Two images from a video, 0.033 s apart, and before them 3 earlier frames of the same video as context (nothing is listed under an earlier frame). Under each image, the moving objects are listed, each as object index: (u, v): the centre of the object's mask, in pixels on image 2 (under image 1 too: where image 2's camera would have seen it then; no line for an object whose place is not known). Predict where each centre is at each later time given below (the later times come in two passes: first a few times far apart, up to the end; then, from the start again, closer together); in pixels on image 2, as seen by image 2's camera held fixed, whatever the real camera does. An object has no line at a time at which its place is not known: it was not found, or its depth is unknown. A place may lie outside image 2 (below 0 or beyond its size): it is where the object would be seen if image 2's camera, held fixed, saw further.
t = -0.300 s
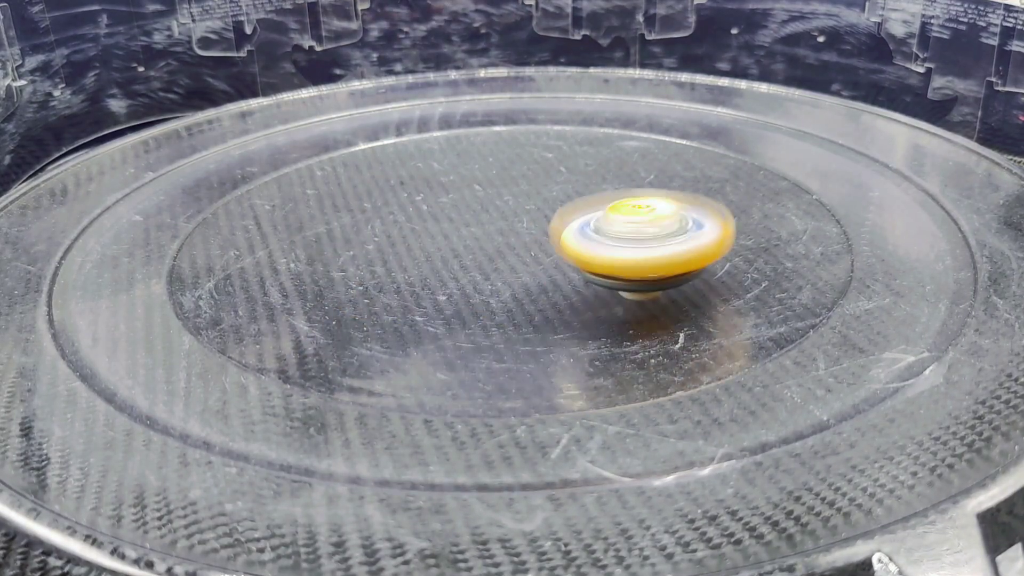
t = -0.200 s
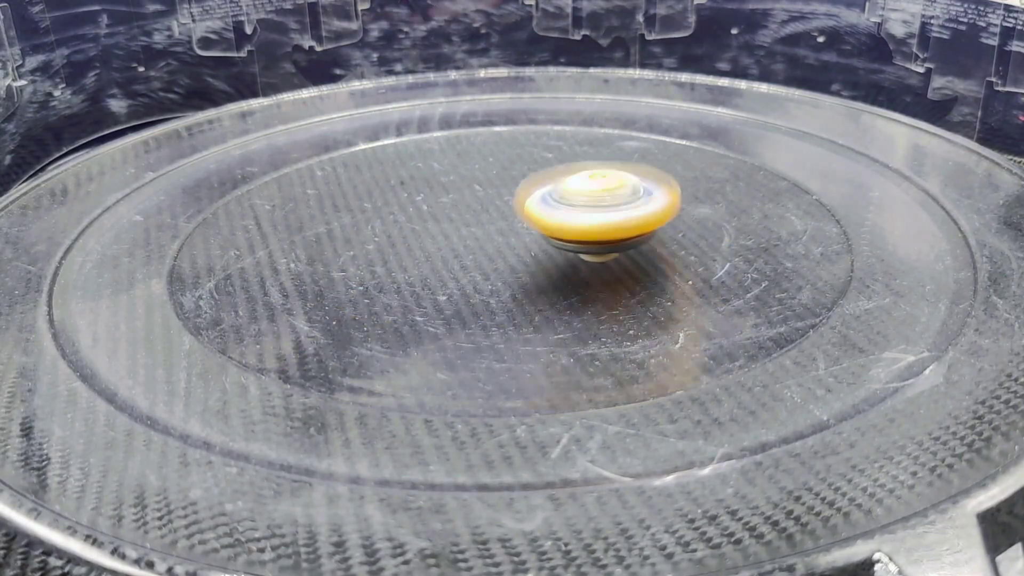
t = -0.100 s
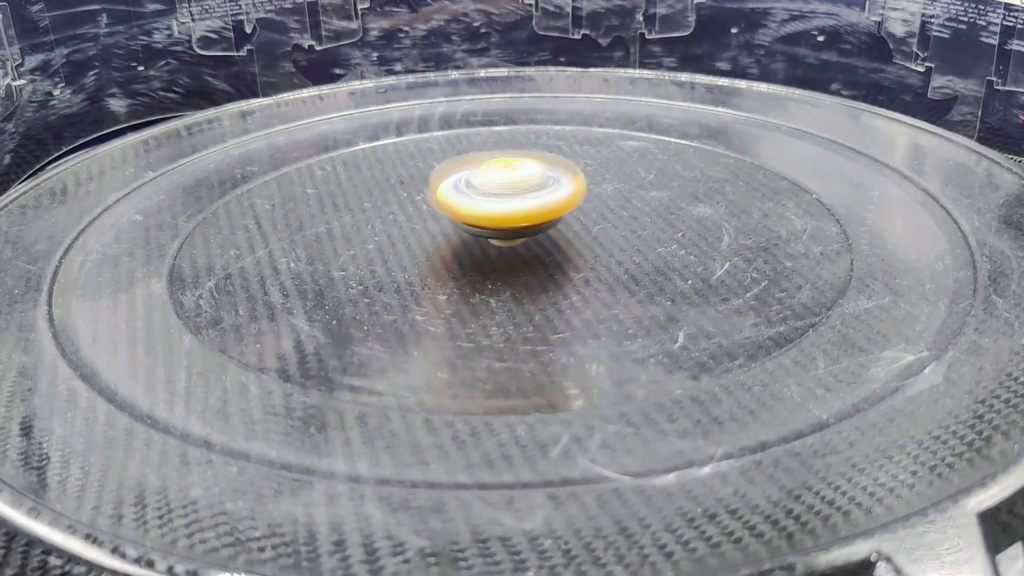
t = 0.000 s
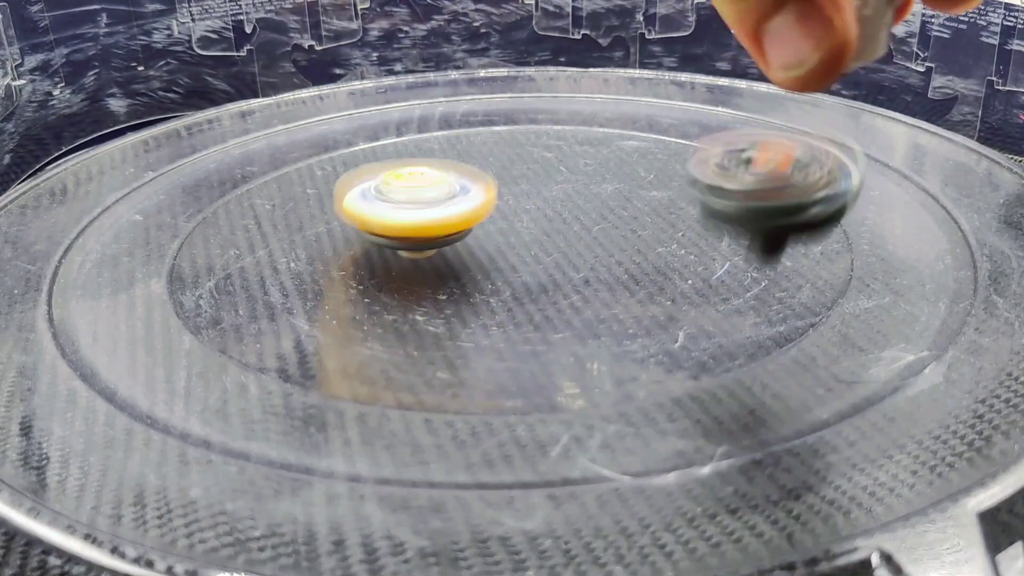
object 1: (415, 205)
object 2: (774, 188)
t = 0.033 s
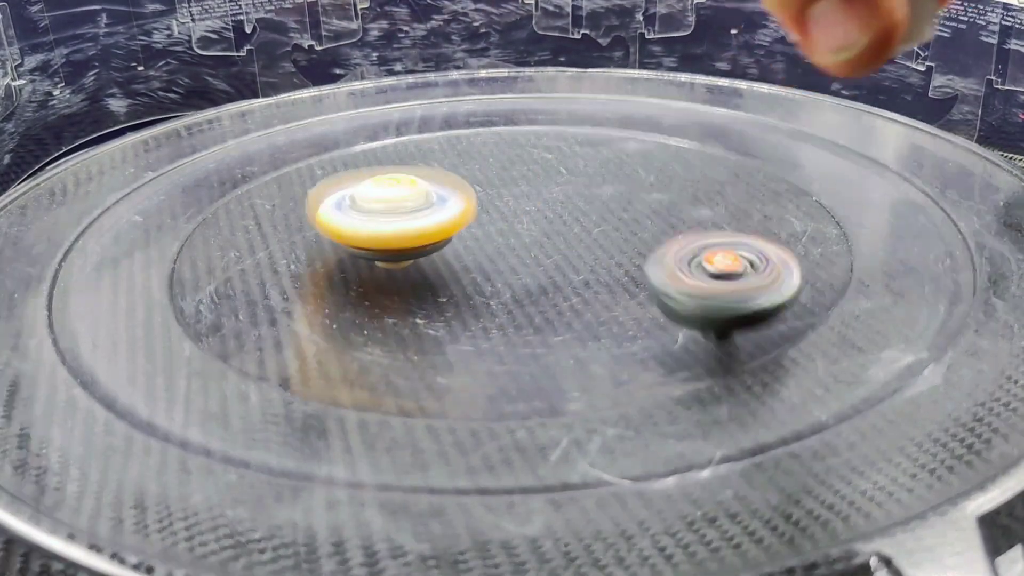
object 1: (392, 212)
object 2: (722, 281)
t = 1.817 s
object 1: (489, 269)
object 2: (706, 196)
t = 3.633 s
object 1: (521, 232)
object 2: (700, 269)
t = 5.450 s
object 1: (530, 241)
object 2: (387, 274)
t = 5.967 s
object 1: (473, 226)
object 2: (694, 225)
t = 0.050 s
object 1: (381, 218)
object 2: (698, 259)
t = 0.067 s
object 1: (373, 223)
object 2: (674, 244)
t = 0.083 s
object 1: (366, 227)
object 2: (653, 237)
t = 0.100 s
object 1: (360, 232)
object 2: (630, 236)
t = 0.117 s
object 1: (357, 239)
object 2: (610, 244)
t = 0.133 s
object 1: (357, 244)
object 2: (591, 257)
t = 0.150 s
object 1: (357, 251)
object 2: (572, 245)
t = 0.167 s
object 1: (360, 255)
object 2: (553, 239)
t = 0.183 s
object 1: (366, 261)
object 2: (537, 237)
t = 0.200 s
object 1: (374, 267)
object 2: (522, 227)
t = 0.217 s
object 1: (383, 271)
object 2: (511, 220)
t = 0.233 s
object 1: (395, 275)
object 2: (501, 211)
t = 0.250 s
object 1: (409, 281)
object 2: (488, 204)
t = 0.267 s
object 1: (425, 284)
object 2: (476, 200)
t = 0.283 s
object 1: (441, 285)
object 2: (464, 197)
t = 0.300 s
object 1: (459, 287)
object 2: (454, 195)
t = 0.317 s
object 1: (477, 288)
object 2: (445, 193)
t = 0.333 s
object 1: (498, 288)
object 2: (436, 193)
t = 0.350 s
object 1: (517, 287)
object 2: (428, 194)
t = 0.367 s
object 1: (534, 285)
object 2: (420, 196)
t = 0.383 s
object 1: (552, 282)
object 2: (413, 198)
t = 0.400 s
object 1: (570, 279)
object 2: (407, 201)
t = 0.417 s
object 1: (584, 274)
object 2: (401, 205)
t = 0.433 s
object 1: (595, 268)
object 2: (397, 210)
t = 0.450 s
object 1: (605, 263)
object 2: (393, 214)
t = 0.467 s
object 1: (614, 257)
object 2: (391, 220)
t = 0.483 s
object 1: (620, 251)
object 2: (390, 227)
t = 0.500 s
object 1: (623, 244)
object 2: (390, 232)
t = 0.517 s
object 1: (623, 238)
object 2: (392, 239)
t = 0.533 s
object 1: (622, 232)
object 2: (395, 246)
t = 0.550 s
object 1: (620, 226)
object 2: (400, 253)
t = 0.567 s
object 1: (615, 220)
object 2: (407, 259)
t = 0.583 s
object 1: (608, 215)
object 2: (415, 265)
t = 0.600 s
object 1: (599, 209)
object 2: (426, 271)
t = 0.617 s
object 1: (590, 205)
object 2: (440, 277)
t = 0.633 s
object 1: (579, 201)
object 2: (455, 281)
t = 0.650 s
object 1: (566, 198)
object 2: (474, 285)
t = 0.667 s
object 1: (554, 195)
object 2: (492, 287)
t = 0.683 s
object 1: (540, 193)
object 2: (513, 288)
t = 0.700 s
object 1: (526, 191)
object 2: (534, 288)
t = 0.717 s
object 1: (513, 191)
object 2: (555, 286)
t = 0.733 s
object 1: (497, 190)
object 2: (576, 284)
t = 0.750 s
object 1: (482, 190)
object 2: (594, 279)
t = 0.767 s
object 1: (469, 191)
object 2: (612, 274)
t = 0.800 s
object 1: (442, 196)
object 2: (642, 262)
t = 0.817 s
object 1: (430, 199)
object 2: (654, 255)
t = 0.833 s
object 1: (419, 202)
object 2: (662, 247)
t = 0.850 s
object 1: (409, 207)
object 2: (668, 240)
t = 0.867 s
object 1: (402, 212)
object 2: (672, 233)
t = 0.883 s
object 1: (395, 217)
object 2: (674, 227)
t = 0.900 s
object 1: (390, 223)
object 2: (673, 219)
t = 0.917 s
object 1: (388, 229)
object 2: (671, 213)
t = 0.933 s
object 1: (388, 236)
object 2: (666, 207)
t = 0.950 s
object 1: (390, 242)
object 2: (660, 202)
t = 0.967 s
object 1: (393, 247)
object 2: (652, 196)
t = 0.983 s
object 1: (399, 253)
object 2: (641, 192)
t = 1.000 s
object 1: (407, 259)
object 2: (630, 188)
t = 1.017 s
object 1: (419, 264)
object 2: (618, 185)
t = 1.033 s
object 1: (432, 268)
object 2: (605, 183)
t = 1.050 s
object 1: (445, 270)
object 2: (590, 181)
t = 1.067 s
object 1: (461, 273)
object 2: (575, 179)
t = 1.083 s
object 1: (478, 275)
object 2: (560, 178)
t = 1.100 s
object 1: (497, 276)
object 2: (544, 178)
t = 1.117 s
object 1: (514, 275)
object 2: (529, 178)
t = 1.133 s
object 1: (531, 273)
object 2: (513, 179)
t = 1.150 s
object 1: (548, 271)
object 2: (495, 180)
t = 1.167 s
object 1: (563, 268)
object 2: (479, 184)
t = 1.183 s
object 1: (578, 264)
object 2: (464, 187)
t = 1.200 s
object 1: (589, 259)
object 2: (448, 191)
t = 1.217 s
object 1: (600, 253)
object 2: (433, 195)
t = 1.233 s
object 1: (607, 248)
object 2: (419, 201)
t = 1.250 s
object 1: (612, 241)
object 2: (407, 206)
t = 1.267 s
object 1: (615, 236)
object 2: (395, 214)
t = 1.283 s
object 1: (617, 230)
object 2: (386, 220)
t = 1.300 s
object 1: (616, 224)
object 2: (379, 227)
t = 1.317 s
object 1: (613, 219)
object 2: (374, 236)
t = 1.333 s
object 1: (608, 214)
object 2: (370, 244)
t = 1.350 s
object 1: (601, 209)
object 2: (370, 252)
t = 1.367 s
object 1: (594, 205)
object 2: (372, 259)
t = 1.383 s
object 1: (585, 202)
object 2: (378, 268)
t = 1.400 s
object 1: (574, 198)
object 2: (386, 275)
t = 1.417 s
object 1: (563, 196)
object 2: (397, 282)
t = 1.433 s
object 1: (550, 194)
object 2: (411, 289)
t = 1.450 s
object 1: (538, 193)
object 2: (428, 294)
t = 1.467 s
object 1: (526, 193)
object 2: (447, 299)
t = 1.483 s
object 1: (514, 192)
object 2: (467, 301)
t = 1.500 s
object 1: (500, 193)
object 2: (490, 304)
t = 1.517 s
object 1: (487, 194)
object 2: (513, 305)
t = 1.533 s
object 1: (474, 196)
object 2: (538, 306)
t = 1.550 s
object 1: (463, 198)
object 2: (563, 305)
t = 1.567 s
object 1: (452, 202)
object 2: (586, 302)
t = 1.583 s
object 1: (443, 205)
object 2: (609, 297)
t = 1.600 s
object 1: (433, 209)
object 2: (631, 292)
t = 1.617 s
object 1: (427, 213)
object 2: (650, 286)
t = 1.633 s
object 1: (421, 218)
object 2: (667, 279)
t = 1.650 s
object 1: (418, 224)
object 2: (683, 272)
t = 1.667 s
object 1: (416, 231)
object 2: (695, 263)
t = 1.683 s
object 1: (417, 236)
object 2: (707, 256)
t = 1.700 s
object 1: (418, 242)
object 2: (715, 247)
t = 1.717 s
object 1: (422, 247)
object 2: (721, 240)
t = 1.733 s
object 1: (429, 252)
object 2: (725, 231)
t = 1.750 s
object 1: (438, 257)
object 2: (726, 224)
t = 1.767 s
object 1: (451, 262)
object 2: (724, 216)
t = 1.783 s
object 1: (462, 265)
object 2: (720, 209)
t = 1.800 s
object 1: (476, 267)
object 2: (714, 202)
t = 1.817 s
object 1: (489, 269)
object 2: (706, 196)
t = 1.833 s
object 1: (506, 269)
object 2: (697, 190)
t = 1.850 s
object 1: (520, 269)
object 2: (686, 185)
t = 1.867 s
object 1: (538, 268)
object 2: (673, 180)
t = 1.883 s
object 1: (552, 266)
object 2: (659, 177)
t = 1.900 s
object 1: (566, 263)
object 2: (644, 175)
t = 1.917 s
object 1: (578, 259)
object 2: (628, 171)
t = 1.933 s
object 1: (588, 254)
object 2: (612, 168)
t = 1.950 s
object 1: (597, 249)
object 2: (595, 166)
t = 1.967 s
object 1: (603, 245)
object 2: (576, 165)
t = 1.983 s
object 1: (609, 240)
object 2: (557, 166)
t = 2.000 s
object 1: (611, 235)
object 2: (537, 167)
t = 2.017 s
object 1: (612, 230)
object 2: (519, 169)
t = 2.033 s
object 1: (610, 225)
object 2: (499, 172)
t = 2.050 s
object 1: (608, 221)
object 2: (481, 176)
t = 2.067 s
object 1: (603, 217)
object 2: (461, 180)
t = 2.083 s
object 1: (597, 213)
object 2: (443, 185)
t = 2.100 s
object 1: (590, 210)
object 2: (426, 189)
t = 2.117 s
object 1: (582, 207)
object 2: (410, 196)
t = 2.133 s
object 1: (573, 205)
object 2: (395, 201)
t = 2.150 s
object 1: (562, 203)
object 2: (380, 209)
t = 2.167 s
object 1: (552, 202)
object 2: (368, 217)
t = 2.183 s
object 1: (540, 201)
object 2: (358, 225)
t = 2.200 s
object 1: (528, 201)
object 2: (350, 232)
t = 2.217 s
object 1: (518, 202)
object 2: (344, 242)
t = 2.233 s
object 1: (507, 203)
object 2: (340, 250)
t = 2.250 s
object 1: (496, 205)
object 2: (340, 259)
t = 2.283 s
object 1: (475, 210)
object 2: (347, 275)
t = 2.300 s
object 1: (467, 212)
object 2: (356, 283)
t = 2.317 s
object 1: (460, 216)
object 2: (366, 291)
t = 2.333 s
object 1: (455, 219)
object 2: (380, 298)
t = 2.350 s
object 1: (451, 222)
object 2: (398, 306)
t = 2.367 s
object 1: (448, 225)
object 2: (417, 311)
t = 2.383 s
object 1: (447, 229)
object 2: (438, 315)
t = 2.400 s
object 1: (446, 233)
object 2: (461, 318)
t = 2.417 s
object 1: (448, 238)
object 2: (487, 321)
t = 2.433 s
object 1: (451, 243)
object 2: (512, 321)
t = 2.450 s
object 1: (457, 249)
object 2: (539, 321)
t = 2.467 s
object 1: (465, 254)
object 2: (563, 320)
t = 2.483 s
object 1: (475, 258)
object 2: (590, 318)
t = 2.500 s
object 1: (486, 262)
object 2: (613, 314)
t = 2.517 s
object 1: (498, 264)
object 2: (636, 309)
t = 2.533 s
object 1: (511, 265)
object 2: (656, 302)
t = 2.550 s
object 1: (523, 265)
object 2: (674, 297)
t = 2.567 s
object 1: (535, 264)
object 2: (689, 289)
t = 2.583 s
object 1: (548, 263)
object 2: (704, 282)
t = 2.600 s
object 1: (560, 261)
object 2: (714, 275)
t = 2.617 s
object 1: (569, 258)
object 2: (724, 267)
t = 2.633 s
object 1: (578, 255)
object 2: (741, 259)
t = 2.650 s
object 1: (584, 251)
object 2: (754, 251)
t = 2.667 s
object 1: (588, 247)
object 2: (765, 243)
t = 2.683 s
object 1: (591, 242)
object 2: (771, 235)
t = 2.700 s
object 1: (592, 238)
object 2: (775, 228)
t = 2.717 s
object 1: (592, 234)
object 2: (776, 221)
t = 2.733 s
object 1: (591, 230)
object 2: (774, 214)
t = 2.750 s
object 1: (588, 226)
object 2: (769, 208)
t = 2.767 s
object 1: (585, 222)
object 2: (763, 202)
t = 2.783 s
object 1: (580, 219)
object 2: (755, 197)
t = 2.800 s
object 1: (574, 217)
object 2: (745, 192)
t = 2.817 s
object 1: (566, 215)
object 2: (733, 187)
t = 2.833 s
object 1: (559, 213)
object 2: (722, 183)
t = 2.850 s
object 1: (549, 212)
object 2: (708, 180)
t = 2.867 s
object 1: (539, 212)
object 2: (694, 177)
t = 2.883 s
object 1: (530, 212)
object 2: (680, 175)
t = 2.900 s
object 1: (520, 213)
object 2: (663, 173)
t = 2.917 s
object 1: (510, 214)
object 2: (645, 173)
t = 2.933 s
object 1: (502, 216)
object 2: (627, 172)
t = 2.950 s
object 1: (494, 219)
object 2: (611, 172)
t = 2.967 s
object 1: (487, 222)
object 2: (593, 172)
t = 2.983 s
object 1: (481, 225)
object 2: (576, 172)
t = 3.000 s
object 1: (474, 230)
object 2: (560, 170)
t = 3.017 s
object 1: (468, 234)
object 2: (543, 169)
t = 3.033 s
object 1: (463, 238)
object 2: (527, 170)
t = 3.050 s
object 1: (460, 242)
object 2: (510, 171)
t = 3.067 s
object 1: (459, 246)
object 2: (492, 173)
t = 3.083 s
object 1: (460, 250)
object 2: (474, 176)
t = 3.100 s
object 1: (462, 254)
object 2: (456, 180)
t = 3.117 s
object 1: (466, 258)
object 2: (440, 186)
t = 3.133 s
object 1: (471, 261)
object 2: (423, 192)
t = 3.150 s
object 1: (479, 264)
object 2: (408, 201)
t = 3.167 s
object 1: (489, 266)
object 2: (396, 209)
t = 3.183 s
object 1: (498, 268)
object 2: (386, 219)
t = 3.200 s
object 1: (508, 268)
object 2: (377, 228)
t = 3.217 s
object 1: (519, 268)
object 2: (370, 237)
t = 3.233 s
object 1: (531, 268)
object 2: (365, 245)
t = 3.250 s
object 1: (542, 266)
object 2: (362, 253)
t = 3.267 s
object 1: (552, 265)
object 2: (362, 261)
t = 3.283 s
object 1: (561, 263)
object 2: (365, 268)
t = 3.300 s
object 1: (570, 260)
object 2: (370, 277)
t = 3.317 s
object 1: (577, 257)
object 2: (378, 283)
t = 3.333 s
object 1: (583, 253)
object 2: (390, 291)
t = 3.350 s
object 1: (587, 250)
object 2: (402, 296)
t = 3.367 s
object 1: (589, 247)
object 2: (417, 302)
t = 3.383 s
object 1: (590, 244)
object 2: (434, 307)
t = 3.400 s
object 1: (590, 241)
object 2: (455, 310)
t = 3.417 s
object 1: (589, 238)
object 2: (475, 313)
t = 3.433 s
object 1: (587, 235)
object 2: (496, 315)
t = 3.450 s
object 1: (583, 231)
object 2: (519, 316)
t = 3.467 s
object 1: (578, 228)
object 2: (541, 316)
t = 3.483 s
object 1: (572, 226)
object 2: (564, 315)
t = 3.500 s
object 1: (565, 225)
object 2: (586, 312)
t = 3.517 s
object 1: (559, 225)
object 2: (607, 309)
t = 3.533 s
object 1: (553, 226)
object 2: (626, 305)
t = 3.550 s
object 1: (548, 227)
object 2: (643, 299)
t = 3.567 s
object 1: (542, 228)
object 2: (658, 294)
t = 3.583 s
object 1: (536, 229)
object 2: (671, 288)
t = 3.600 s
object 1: (531, 230)
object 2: (683, 282)
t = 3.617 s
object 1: (526, 231)
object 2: (692, 276)
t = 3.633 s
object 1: (521, 232)
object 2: (700, 269)
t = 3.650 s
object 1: (517, 233)
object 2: (706, 263)
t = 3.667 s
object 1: (514, 235)
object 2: (709, 257)
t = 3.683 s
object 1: (511, 237)
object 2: (711, 250)
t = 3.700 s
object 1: (509, 238)
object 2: (710, 244)
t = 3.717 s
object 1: (507, 240)
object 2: (708, 238)
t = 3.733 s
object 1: (506, 241)
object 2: (704, 232)
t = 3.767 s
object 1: (505, 243)
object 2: (690, 221)
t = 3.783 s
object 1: (505, 244)
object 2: (681, 216)
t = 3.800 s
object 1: (505, 246)
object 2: (671, 212)
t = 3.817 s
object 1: (506, 246)
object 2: (659, 208)
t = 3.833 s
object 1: (506, 247)
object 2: (645, 204)
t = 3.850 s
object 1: (507, 248)
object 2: (632, 201)
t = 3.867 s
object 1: (508, 248)
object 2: (619, 197)
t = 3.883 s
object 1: (510, 249)
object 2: (604, 192)
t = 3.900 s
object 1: (509, 250)
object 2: (589, 186)
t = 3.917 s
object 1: (505, 253)
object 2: (577, 181)
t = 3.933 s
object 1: (502, 255)
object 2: (565, 177)
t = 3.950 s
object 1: (500, 257)
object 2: (553, 174)
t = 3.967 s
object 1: (498, 258)
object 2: (540, 172)
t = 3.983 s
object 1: (497, 259)
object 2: (528, 170)
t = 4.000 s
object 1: (497, 260)
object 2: (514, 170)
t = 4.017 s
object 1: (497, 261)
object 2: (500, 171)
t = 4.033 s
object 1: (498, 261)
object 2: (487, 172)
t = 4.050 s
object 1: (500, 261)
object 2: (473, 174)
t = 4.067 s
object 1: (501, 261)
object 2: (460, 175)
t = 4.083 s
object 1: (503, 261)
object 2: (447, 177)
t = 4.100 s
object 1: (504, 261)
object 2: (435, 181)
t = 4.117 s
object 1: (506, 260)
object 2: (423, 184)
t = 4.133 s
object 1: (508, 260)
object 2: (411, 189)
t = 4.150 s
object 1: (511, 259)
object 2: (399, 193)
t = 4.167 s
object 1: (513, 259)
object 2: (389, 199)
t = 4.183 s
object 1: (515, 258)
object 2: (379, 204)
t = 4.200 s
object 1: (516, 258)
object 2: (372, 209)
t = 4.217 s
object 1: (518, 257)
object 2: (365, 216)
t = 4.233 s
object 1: (519, 256)
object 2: (359, 222)
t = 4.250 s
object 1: (521, 255)
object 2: (355, 228)
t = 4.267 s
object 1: (522, 255)
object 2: (352, 236)
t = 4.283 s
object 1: (522, 254)
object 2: (350, 242)
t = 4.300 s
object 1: (523, 253)
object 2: (351, 249)
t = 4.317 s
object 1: (523, 253)
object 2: (354, 256)
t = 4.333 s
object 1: (524, 252)
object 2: (359, 262)
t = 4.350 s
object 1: (524, 251)
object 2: (366, 268)
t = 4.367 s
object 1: (524, 250)
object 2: (374, 275)
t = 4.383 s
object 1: (525, 249)
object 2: (385, 280)
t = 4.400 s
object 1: (525, 248)
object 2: (397, 287)
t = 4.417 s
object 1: (526, 247)
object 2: (409, 291)
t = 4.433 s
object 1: (529, 244)
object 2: (408, 299)
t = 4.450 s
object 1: (533, 241)
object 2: (409, 304)
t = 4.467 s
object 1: (536, 239)
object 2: (412, 309)
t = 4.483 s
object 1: (538, 236)
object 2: (419, 314)
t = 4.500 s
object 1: (538, 234)
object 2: (428, 318)
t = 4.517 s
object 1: (537, 232)
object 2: (440, 321)
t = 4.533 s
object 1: (536, 230)
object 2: (455, 323)
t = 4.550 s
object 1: (533, 229)
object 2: (470, 325)
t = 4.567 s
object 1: (530, 226)
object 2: (488, 324)
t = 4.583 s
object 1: (525, 226)
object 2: (505, 325)
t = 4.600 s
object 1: (521, 226)
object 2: (523, 324)
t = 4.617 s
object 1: (516, 226)
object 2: (542, 322)
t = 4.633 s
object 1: (512, 226)
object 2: (560, 321)
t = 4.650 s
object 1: (507, 227)
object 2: (577, 317)
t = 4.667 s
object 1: (503, 228)
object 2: (594, 314)
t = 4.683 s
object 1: (498, 229)
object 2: (609, 311)
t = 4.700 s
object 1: (494, 230)
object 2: (623, 307)
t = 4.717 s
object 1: (490, 230)
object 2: (636, 301)
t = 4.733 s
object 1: (486, 231)
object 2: (648, 296)
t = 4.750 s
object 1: (483, 232)
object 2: (657, 290)
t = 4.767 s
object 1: (480, 233)
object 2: (665, 284)
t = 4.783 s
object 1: (478, 234)
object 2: (671, 278)
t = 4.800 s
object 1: (476, 235)
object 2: (674, 273)
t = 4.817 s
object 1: (474, 237)
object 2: (677, 266)
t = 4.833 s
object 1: (473, 238)
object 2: (678, 260)
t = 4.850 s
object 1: (472, 239)
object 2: (676, 255)
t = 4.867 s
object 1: (471, 240)
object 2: (672, 249)
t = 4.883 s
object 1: (471, 242)
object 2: (668, 243)
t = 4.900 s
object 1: (471, 243)
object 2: (661, 237)
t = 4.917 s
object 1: (472, 244)
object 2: (654, 232)
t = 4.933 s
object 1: (472, 245)
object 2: (645, 226)
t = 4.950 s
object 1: (473, 246)
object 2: (634, 222)
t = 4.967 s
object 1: (475, 247)
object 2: (621, 218)
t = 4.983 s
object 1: (476, 248)
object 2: (609, 213)
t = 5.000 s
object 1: (475, 250)
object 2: (599, 208)
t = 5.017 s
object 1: (474, 251)
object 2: (590, 202)
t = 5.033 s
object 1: (472, 252)
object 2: (581, 196)
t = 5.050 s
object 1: (473, 254)
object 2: (570, 191)
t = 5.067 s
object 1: (473, 254)
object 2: (558, 187)
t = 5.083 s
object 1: (475, 255)
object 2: (545, 184)
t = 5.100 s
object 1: (477, 256)
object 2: (531, 182)
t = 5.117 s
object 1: (480, 256)
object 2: (517, 181)
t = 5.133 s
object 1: (483, 257)
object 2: (502, 180)
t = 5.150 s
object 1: (486, 257)
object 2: (487, 181)
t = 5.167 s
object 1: (490, 256)
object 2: (472, 182)
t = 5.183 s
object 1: (493, 256)
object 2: (456, 185)
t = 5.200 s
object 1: (497, 256)
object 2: (443, 187)
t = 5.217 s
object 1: (501, 255)
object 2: (430, 191)
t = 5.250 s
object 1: (508, 254)
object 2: (407, 201)
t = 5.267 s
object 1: (511, 253)
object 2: (398, 208)
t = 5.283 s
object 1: (514, 252)
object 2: (389, 214)
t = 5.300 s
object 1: (517, 251)
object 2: (382, 219)
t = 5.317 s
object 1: (519, 250)
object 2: (377, 225)
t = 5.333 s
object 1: (522, 249)
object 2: (371, 232)
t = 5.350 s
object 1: (523, 248)
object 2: (368, 238)
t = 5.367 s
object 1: (524, 247)
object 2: (367, 244)
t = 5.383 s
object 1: (525, 246)
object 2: (367, 251)
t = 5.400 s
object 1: (526, 245)
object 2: (370, 256)
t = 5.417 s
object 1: (527, 244)
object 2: (375, 263)
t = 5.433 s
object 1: (528, 243)
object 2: (382, 269)
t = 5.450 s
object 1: (530, 241)
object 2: (387, 274)
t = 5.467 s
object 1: (536, 238)
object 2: (385, 279)
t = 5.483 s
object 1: (542, 235)
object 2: (385, 284)
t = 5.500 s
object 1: (545, 233)
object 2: (388, 289)
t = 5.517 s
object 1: (548, 231)
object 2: (393, 293)
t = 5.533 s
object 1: (550, 229)
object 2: (402, 297)
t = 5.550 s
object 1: (551, 227)
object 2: (413, 300)
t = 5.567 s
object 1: (551, 226)
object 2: (426, 302)
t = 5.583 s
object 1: (550, 224)
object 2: (440, 305)
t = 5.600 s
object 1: (549, 223)
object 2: (453, 306)
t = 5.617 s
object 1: (547, 222)
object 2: (468, 307)
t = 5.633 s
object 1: (545, 220)
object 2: (484, 308)
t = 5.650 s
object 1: (542, 219)
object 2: (499, 308)
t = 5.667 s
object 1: (538, 218)
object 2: (515, 308)
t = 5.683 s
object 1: (535, 217)
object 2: (530, 306)
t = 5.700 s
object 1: (531, 217)
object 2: (547, 304)
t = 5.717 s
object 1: (527, 217)
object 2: (561, 302)
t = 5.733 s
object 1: (523, 218)
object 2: (575, 299)
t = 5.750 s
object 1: (518, 219)
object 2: (588, 295)
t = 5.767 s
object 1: (515, 220)
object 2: (599, 290)
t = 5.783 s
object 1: (512, 222)
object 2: (609, 286)
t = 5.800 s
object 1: (510, 223)
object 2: (618, 281)
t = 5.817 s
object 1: (508, 224)
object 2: (625, 275)
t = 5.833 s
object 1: (506, 226)
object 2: (632, 270)
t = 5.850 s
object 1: (504, 227)
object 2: (635, 264)
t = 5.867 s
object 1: (503, 228)
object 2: (639, 258)
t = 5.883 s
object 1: (502, 228)
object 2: (641, 252)
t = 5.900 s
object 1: (498, 228)
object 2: (649, 246)
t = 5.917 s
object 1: (489, 227)
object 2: (664, 240)
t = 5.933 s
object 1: (483, 226)
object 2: (677, 234)
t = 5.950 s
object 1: (477, 226)
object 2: (687, 230)
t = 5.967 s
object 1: (473, 226)
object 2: (694, 225)
